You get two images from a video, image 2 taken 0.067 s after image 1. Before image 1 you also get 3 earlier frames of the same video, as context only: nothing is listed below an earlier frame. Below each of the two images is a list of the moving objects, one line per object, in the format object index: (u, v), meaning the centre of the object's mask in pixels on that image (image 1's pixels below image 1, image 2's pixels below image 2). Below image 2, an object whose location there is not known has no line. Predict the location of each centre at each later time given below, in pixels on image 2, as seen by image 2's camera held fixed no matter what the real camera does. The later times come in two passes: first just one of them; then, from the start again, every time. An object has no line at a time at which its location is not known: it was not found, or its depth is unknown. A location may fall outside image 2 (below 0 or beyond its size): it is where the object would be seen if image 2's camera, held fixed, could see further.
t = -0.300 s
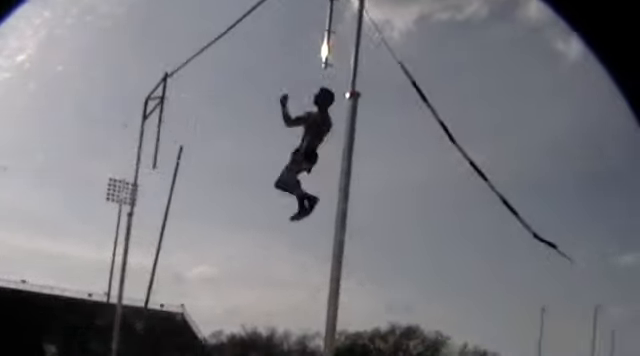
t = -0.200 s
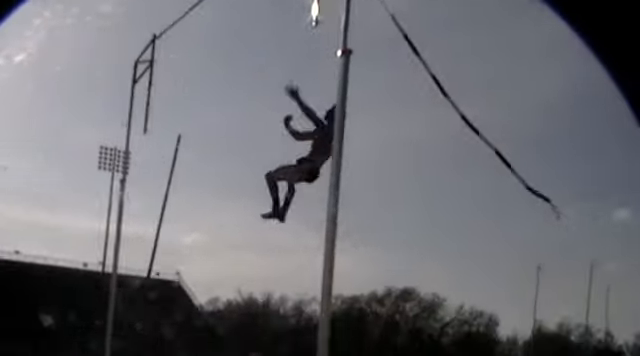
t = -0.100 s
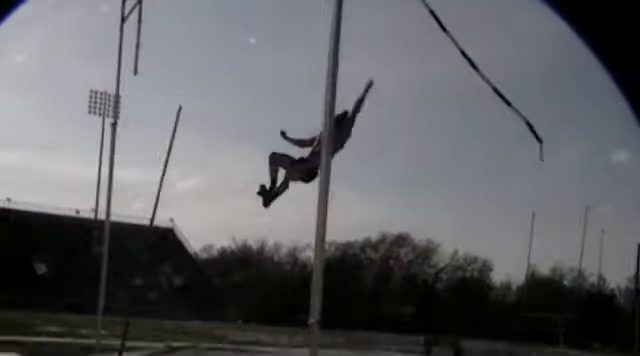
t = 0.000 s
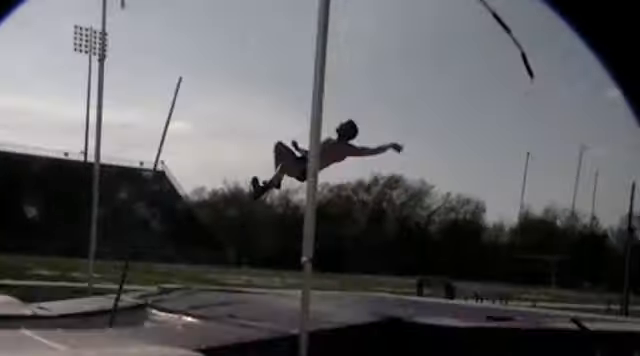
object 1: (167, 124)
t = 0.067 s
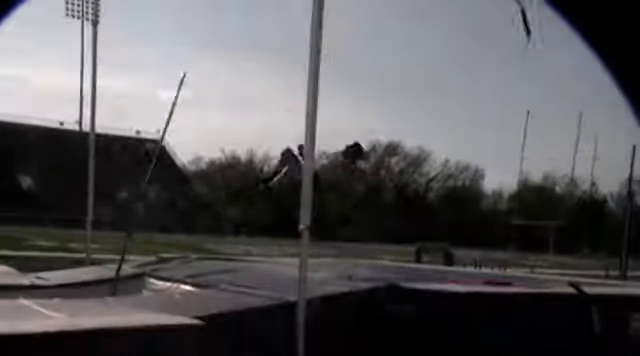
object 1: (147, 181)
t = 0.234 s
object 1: (154, 236)
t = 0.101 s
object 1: (148, 194)
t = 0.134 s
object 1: (151, 201)
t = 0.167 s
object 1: (155, 207)
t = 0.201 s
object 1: (157, 218)
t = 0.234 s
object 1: (154, 236)
